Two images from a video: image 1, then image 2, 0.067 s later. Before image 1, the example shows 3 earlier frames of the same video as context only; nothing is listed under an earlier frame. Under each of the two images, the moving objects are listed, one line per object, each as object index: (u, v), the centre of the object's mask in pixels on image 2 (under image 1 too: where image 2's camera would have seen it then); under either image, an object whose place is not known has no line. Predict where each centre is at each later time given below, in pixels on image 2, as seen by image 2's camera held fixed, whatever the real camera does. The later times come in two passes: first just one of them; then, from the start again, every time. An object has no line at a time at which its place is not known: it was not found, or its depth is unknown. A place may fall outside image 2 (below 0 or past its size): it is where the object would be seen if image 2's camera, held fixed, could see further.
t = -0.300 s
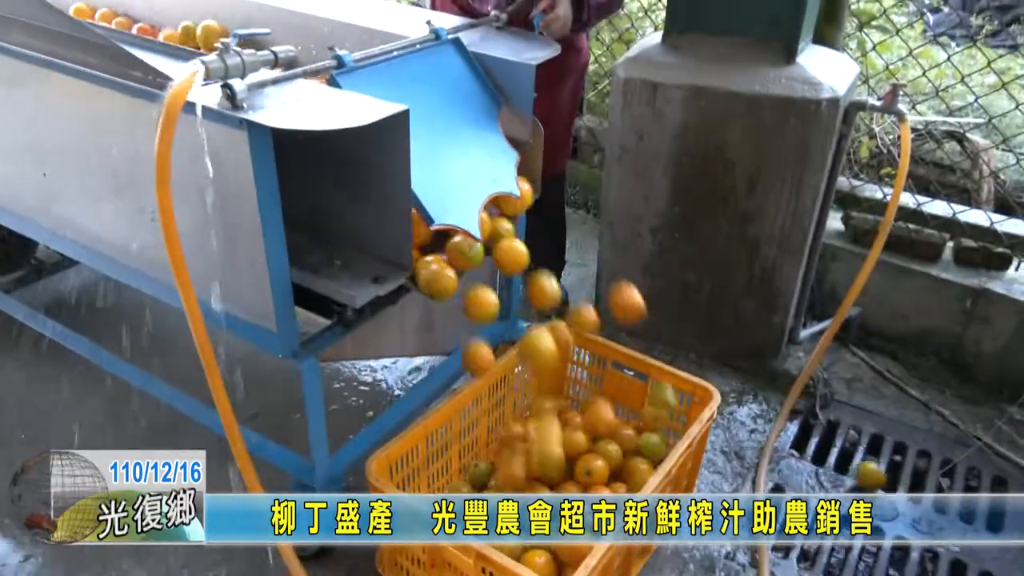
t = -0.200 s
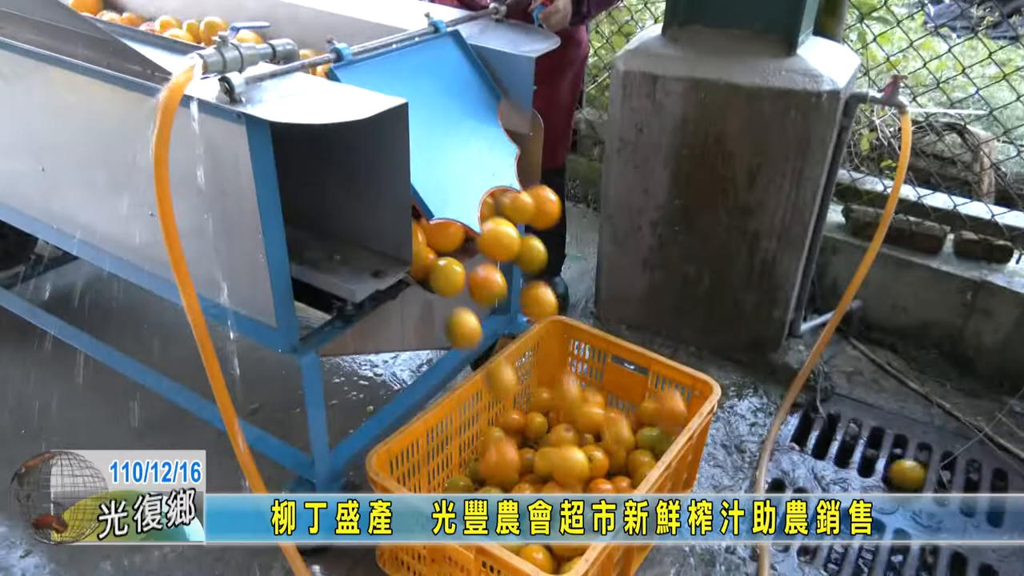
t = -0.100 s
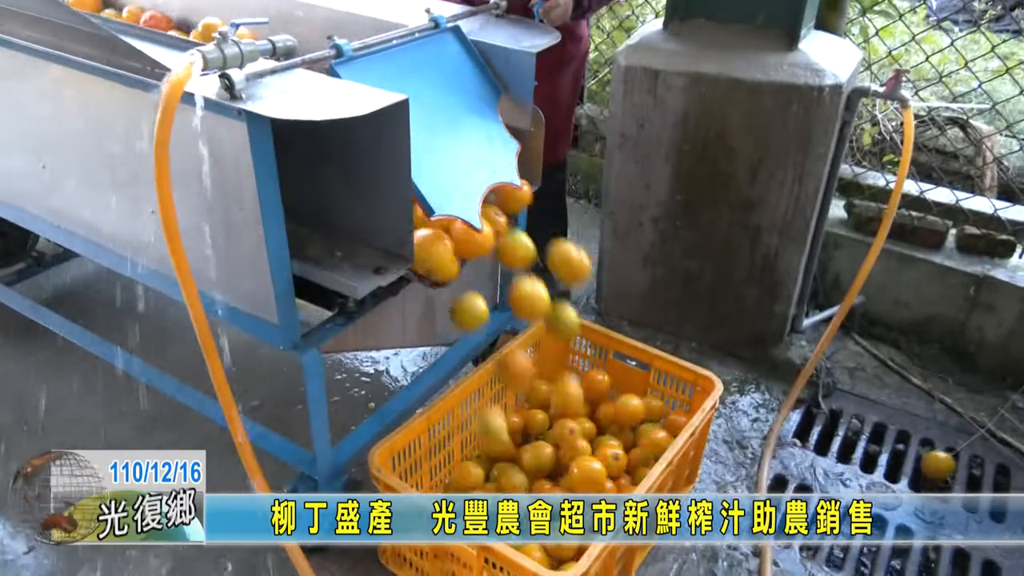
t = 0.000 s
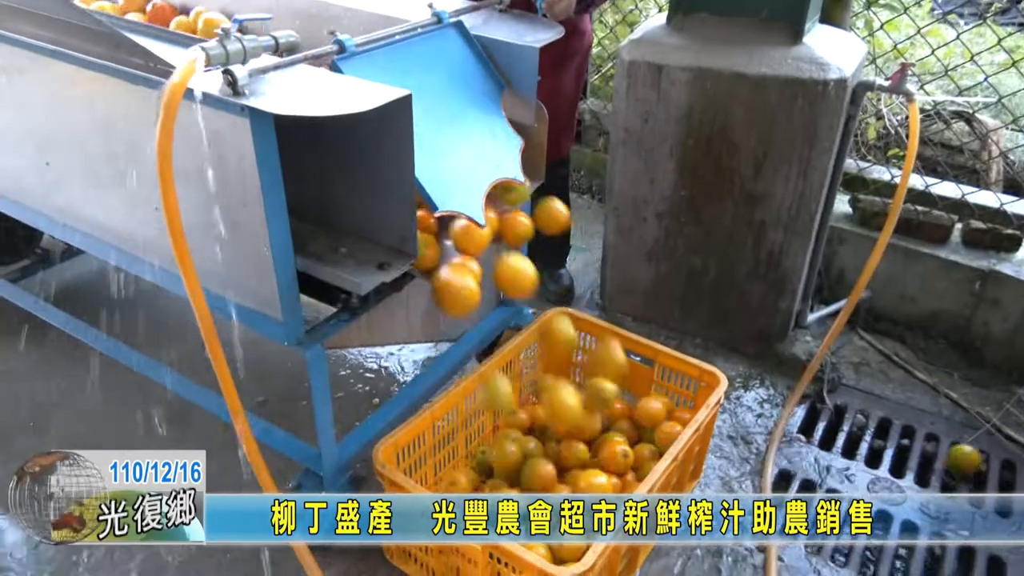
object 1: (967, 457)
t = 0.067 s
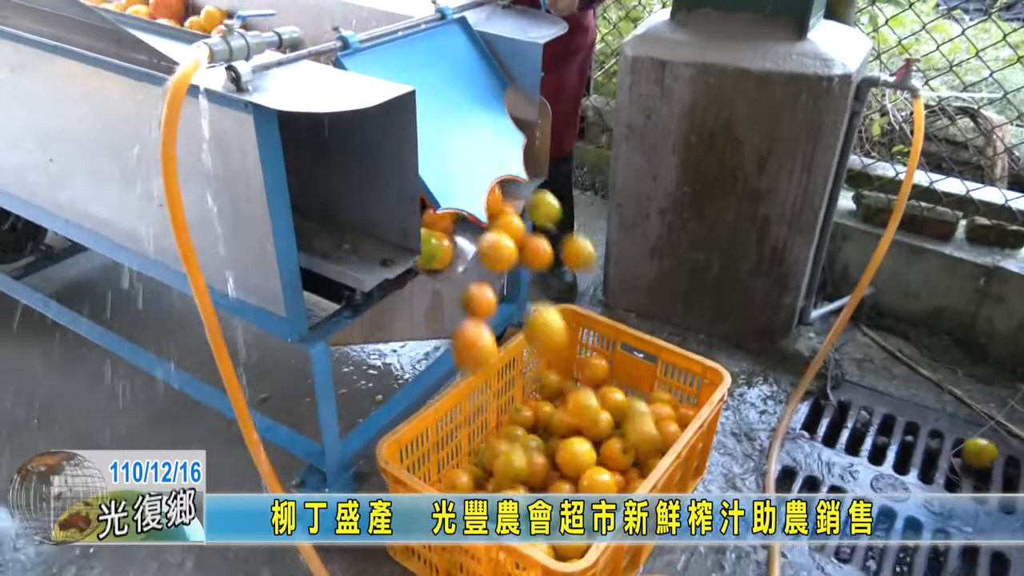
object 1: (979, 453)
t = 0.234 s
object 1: (1004, 447)
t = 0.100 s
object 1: (984, 453)
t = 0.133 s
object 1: (989, 452)
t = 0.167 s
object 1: (995, 450)
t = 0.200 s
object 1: (1001, 449)
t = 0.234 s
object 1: (1004, 447)
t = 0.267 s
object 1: (1006, 445)
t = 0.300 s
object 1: (1007, 444)
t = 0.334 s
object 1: (1007, 443)
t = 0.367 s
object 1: (1007, 443)
